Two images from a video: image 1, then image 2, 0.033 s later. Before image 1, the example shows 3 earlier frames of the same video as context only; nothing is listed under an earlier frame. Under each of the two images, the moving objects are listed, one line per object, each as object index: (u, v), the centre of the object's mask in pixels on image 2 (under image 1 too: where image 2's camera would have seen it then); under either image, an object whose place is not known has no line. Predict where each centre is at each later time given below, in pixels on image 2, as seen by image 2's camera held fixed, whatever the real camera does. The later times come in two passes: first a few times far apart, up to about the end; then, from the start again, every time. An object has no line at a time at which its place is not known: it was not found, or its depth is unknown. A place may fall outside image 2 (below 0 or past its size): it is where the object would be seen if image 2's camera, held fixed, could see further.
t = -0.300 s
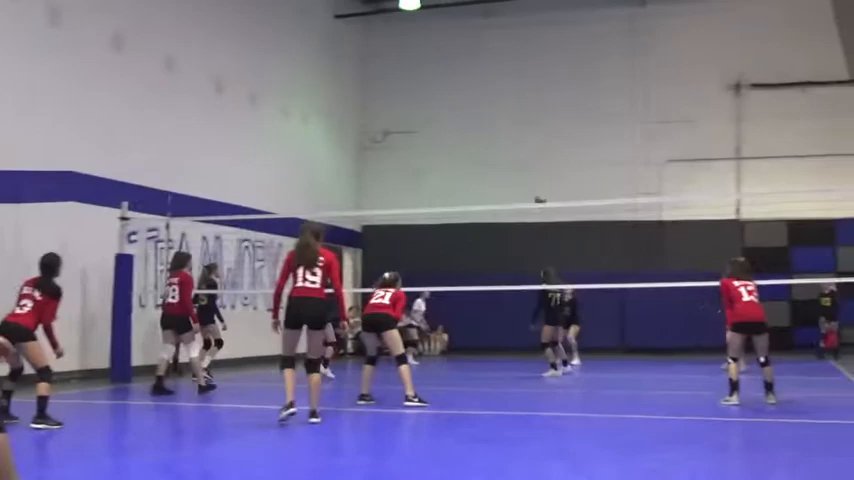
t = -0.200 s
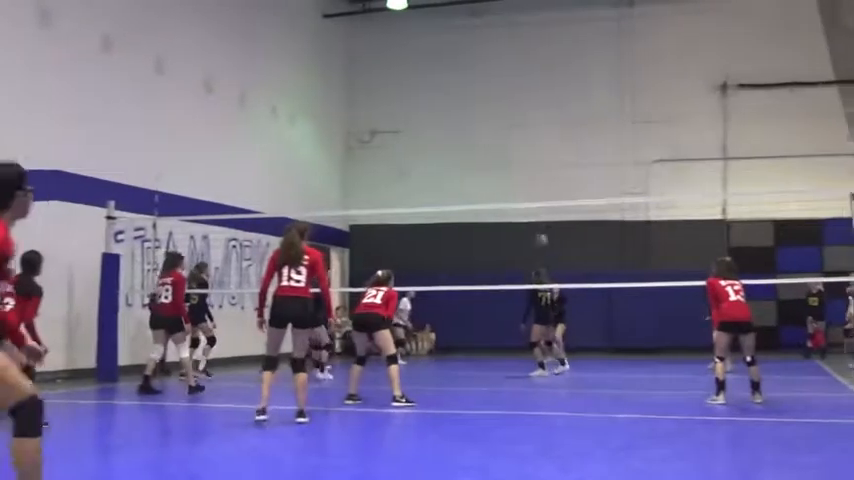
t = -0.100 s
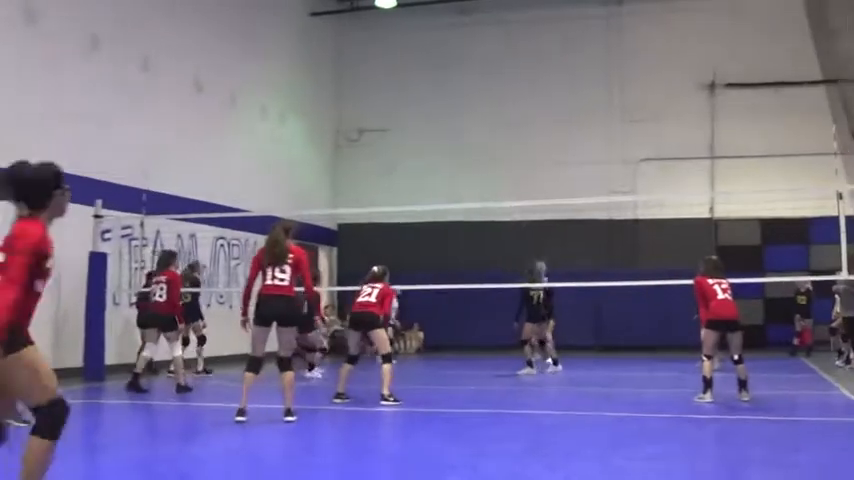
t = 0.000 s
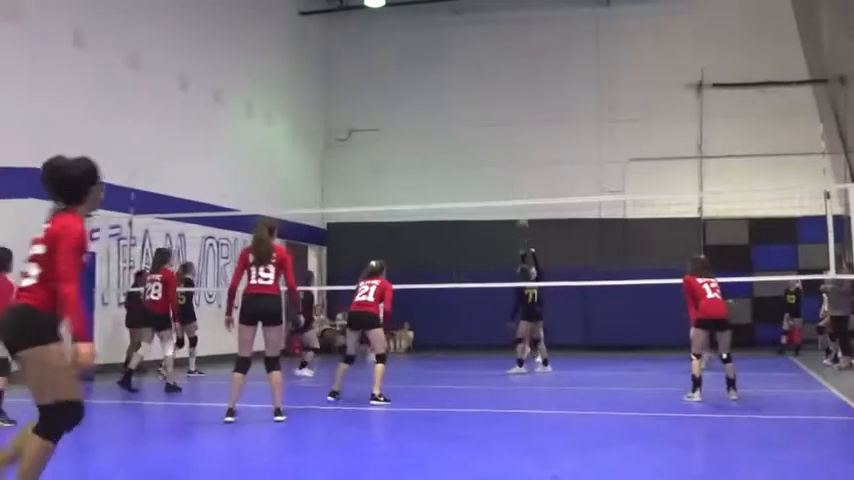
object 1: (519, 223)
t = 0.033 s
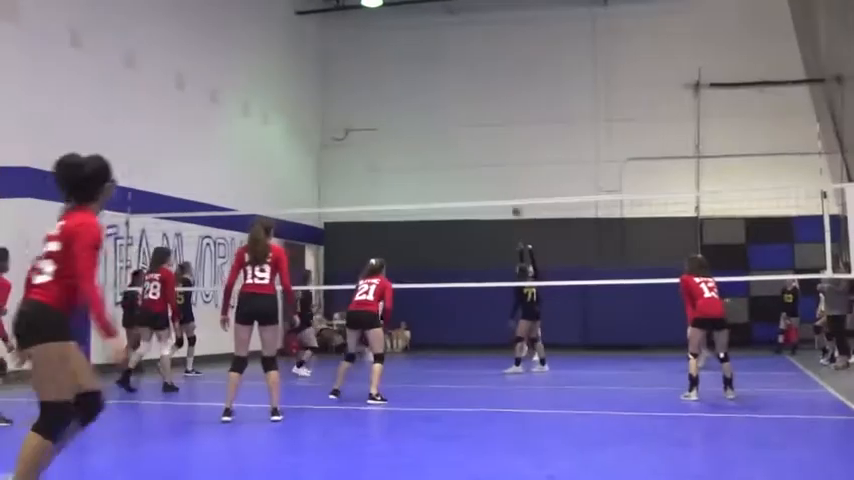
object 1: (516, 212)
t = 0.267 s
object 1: (499, 136)
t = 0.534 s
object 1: (482, 88)
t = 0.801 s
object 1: (465, 76)
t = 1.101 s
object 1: (445, 110)
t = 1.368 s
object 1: (430, 180)
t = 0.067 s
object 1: (513, 191)
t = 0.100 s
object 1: (511, 187)
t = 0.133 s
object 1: (509, 176)
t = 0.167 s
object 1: (506, 165)
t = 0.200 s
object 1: (503, 156)
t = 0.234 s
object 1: (501, 146)
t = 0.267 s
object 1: (499, 136)
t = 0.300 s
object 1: (497, 127)
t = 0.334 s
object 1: (495, 120)
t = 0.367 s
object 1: (492, 113)
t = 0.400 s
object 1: (490, 106)
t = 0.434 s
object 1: (489, 101)
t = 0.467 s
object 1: (486, 96)
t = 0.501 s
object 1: (483, 91)
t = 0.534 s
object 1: (482, 88)
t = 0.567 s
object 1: (480, 83)
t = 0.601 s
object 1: (478, 81)
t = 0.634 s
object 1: (475, 79)
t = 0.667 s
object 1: (473, 77)
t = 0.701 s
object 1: (472, 77)
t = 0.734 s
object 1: (470, 76)
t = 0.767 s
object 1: (468, 75)
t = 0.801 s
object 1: (465, 76)
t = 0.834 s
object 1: (463, 77)
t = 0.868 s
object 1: (460, 78)
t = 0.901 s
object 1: (458, 81)
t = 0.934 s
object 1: (456, 84)
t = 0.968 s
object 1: (455, 88)
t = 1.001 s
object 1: (453, 93)
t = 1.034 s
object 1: (450, 98)
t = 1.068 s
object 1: (449, 104)
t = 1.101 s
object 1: (445, 110)
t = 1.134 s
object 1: (443, 119)
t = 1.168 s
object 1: (441, 126)
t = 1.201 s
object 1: (441, 134)
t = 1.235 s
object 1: (438, 142)
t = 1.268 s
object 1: (436, 151)
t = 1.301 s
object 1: (435, 159)
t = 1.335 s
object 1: (433, 169)
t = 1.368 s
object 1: (430, 180)
